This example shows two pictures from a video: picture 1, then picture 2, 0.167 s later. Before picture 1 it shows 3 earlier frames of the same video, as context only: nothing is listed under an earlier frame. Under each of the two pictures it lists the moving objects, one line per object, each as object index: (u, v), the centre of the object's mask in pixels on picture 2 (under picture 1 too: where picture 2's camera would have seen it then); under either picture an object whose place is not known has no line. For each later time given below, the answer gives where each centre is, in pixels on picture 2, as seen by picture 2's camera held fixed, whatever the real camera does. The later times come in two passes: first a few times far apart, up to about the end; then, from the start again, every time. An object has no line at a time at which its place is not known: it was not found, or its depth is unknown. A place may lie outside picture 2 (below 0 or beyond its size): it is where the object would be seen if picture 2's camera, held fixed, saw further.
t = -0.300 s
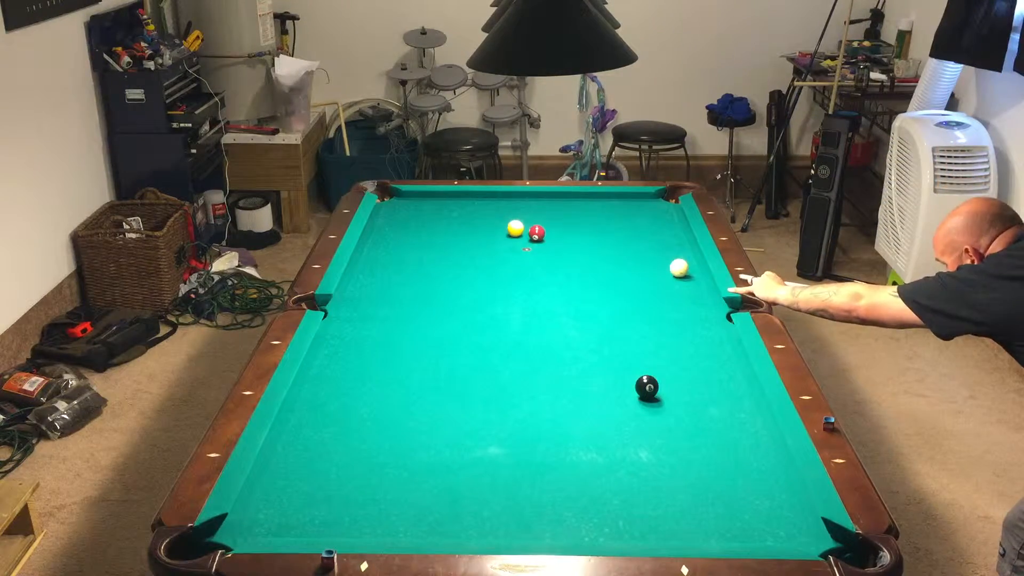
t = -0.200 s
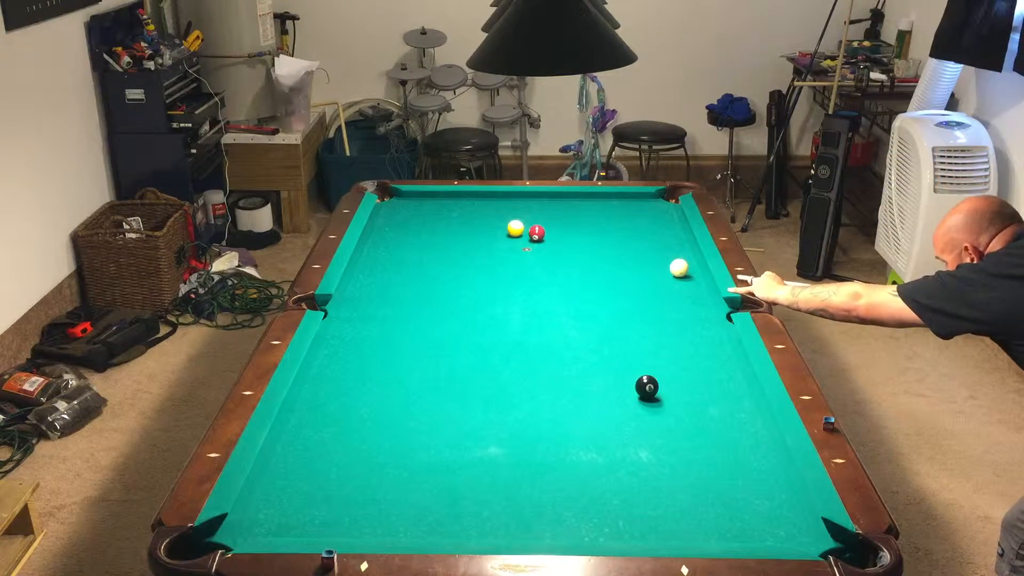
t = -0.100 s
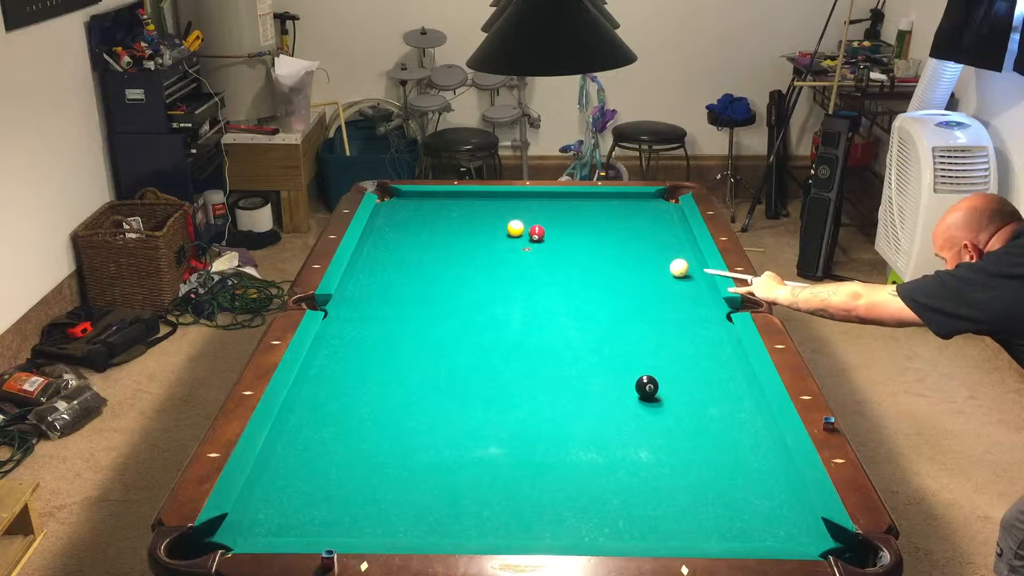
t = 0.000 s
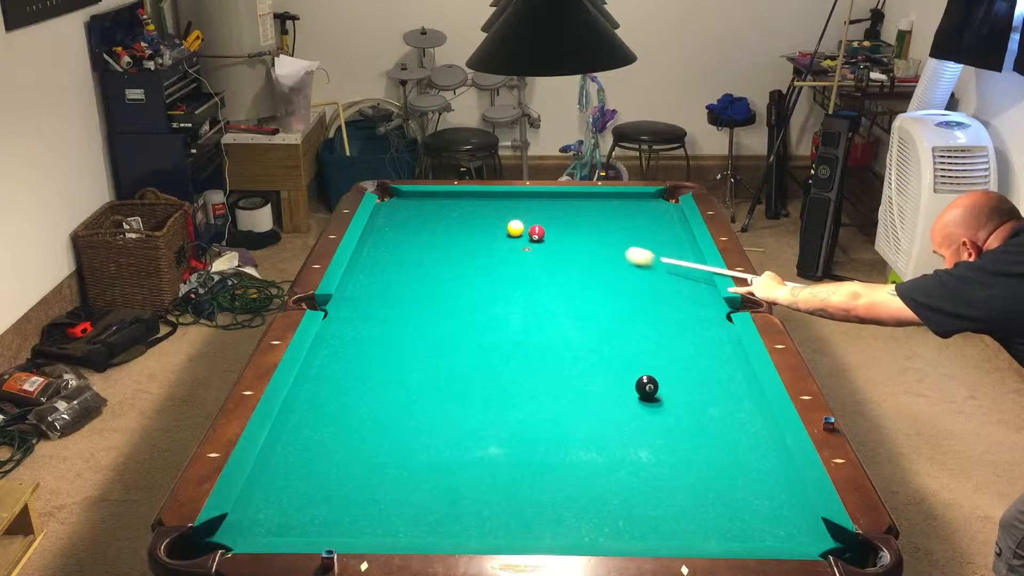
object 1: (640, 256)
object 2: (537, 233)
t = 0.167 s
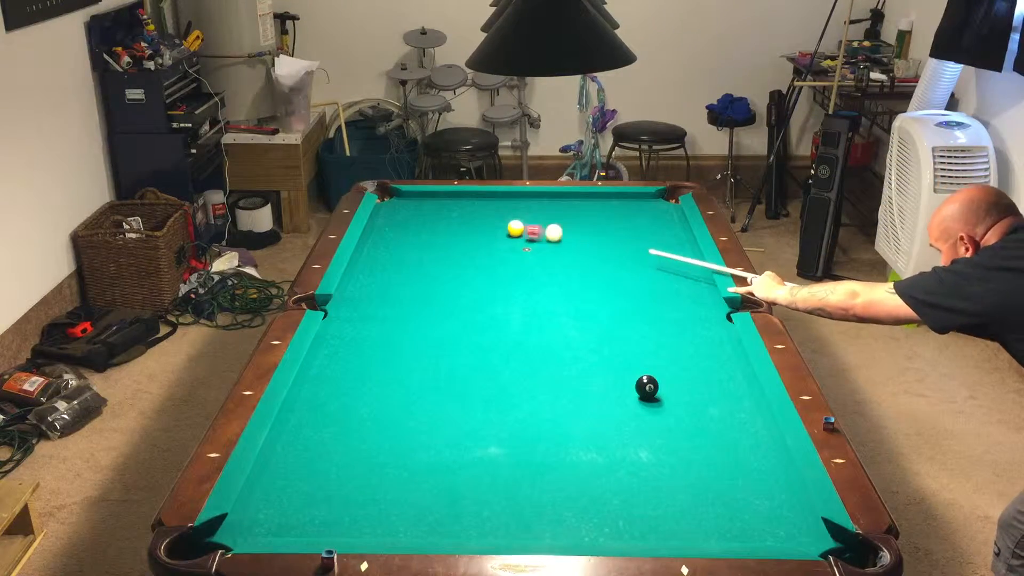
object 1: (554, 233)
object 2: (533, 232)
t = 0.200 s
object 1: (554, 230)
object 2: (523, 234)
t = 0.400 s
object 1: (539, 210)
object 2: (491, 243)
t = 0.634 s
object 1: (522, 197)
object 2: (457, 252)
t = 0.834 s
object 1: (515, 207)
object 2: (427, 261)
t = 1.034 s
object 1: (508, 218)
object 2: (398, 269)
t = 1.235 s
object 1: (501, 229)
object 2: (368, 277)
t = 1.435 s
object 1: (494, 240)
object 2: (353, 285)
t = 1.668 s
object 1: (485, 254)
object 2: (367, 291)
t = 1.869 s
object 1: (477, 266)
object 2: (380, 296)
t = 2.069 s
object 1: (469, 278)
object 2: (391, 301)
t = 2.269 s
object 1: (461, 291)
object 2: (402, 306)
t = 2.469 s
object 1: (453, 304)
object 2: (413, 311)
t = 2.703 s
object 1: (443, 319)
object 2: (424, 316)
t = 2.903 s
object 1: (434, 332)
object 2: (433, 316)
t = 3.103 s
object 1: (426, 346)
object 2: (441, 323)
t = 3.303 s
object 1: (418, 359)
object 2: (448, 327)
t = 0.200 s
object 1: (554, 230)
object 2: (523, 234)
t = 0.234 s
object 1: (553, 226)
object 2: (516, 236)
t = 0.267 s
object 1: (551, 223)
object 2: (511, 237)
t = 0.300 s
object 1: (549, 220)
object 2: (506, 239)
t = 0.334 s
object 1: (546, 216)
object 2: (501, 240)
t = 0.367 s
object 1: (542, 213)
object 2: (496, 241)
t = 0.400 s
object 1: (539, 210)
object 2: (491, 243)
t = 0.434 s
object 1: (536, 207)
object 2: (486, 244)
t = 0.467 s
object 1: (533, 204)
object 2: (481, 246)
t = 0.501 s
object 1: (530, 201)
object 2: (476, 247)
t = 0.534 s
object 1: (527, 198)
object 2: (472, 248)
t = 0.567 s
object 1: (525, 195)
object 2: (467, 250)
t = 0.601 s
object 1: (523, 195)
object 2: (462, 251)
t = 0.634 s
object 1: (522, 197)
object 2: (457, 252)
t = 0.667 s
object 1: (521, 199)
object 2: (452, 254)
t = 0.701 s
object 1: (520, 201)
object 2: (447, 255)
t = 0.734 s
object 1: (519, 202)
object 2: (442, 256)
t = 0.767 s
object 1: (518, 204)
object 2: (437, 258)
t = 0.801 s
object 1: (516, 206)
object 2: (433, 259)
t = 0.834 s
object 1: (515, 207)
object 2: (427, 261)
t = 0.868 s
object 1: (514, 209)
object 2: (423, 262)
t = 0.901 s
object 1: (513, 211)
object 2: (418, 264)
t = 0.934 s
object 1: (512, 213)
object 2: (413, 265)
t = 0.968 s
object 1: (511, 215)
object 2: (408, 266)
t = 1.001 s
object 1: (510, 216)
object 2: (403, 268)
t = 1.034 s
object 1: (508, 218)
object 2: (398, 269)
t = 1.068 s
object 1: (507, 220)
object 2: (393, 271)
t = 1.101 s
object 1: (506, 222)
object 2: (388, 272)
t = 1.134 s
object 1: (505, 224)
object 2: (383, 273)
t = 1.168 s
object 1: (504, 226)
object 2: (378, 275)
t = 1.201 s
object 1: (502, 227)
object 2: (373, 276)
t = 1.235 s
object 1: (501, 229)
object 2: (368, 277)
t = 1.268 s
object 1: (500, 231)
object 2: (363, 279)
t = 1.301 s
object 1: (499, 233)
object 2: (358, 280)
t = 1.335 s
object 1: (498, 235)
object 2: (353, 282)
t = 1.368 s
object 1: (496, 237)
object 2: (349, 283)
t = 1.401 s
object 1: (495, 239)
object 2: (351, 284)
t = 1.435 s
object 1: (494, 240)
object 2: (353, 285)
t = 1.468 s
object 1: (493, 242)
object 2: (355, 286)
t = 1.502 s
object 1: (491, 244)
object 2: (357, 287)
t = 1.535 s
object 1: (490, 246)
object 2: (359, 288)
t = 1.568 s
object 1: (489, 248)
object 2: (361, 289)
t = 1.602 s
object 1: (488, 250)
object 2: (363, 290)
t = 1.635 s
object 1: (486, 252)
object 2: (365, 291)
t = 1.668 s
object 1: (485, 254)
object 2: (367, 291)
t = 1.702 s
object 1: (484, 256)
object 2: (369, 292)
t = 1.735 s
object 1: (483, 258)
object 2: (372, 293)
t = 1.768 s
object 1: (481, 260)
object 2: (374, 294)
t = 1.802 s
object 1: (480, 262)
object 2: (376, 295)
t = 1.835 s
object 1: (479, 264)
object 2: (378, 295)
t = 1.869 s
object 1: (477, 266)
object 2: (380, 296)
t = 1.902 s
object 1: (476, 268)
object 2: (382, 297)
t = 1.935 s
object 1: (475, 270)
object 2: (383, 298)
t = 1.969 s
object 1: (473, 272)
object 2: (385, 299)
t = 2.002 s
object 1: (472, 274)
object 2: (387, 299)
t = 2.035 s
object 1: (471, 276)
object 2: (389, 300)
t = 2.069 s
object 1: (469, 278)
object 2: (391, 301)
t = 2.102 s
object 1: (468, 280)
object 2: (393, 302)
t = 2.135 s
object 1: (467, 283)
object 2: (395, 303)
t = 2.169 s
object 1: (465, 284)
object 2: (397, 304)
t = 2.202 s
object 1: (464, 287)
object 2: (399, 304)
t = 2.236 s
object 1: (462, 289)
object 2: (401, 305)
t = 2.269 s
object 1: (461, 291)
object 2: (402, 306)
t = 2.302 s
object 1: (460, 293)
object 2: (404, 307)
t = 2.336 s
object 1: (458, 295)
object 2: (406, 307)
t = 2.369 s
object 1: (457, 297)
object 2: (408, 308)
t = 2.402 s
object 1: (455, 300)
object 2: (409, 309)
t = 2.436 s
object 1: (454, 302)
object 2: (411, 310)
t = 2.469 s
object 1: (453, 304)
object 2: (413, 311)
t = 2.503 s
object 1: (451, 306)
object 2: (414, 311)
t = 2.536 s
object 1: (450, 308)
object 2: (416, 312)
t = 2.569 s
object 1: (449, 310)
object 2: (417, 313)
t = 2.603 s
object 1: (447, 312)
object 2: (419, 314)
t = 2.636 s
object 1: (446, 315)
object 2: (421, 314)
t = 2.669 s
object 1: (444, 317)
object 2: (422, 315)
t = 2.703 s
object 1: (443, 319)
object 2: (424, 316)
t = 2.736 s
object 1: (441, 322)
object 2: (425, 316)
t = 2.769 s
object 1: (440, 324)
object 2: (425, 316)
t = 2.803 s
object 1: (438, 326)
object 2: (427, 316)
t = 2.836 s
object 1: (437, 328)
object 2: (428, 316)
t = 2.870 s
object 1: (436, 330)
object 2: (430, 316)
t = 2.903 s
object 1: (434, 332)
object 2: (433, 316)
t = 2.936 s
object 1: (433, 335)
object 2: (434, 317)
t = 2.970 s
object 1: (432, 337)
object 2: (436, 319)
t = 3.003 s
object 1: (430, 339)
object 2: (437, 320)
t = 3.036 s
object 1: (429, 341)
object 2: (439, 322)
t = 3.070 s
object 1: (427, 344)
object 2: (440, 323)
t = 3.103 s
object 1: (426, 346)
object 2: (441, 323)
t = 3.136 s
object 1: (424, 348)
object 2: (442, 324)
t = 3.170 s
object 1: (423, 351)
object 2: (443, 324)
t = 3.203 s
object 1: (422, 353)
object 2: (444, 325)
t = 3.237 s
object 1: (421, 355)
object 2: (446, 325)
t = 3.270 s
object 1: (419, 357)
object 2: (447, 326)
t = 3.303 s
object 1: (418, 359)
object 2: (448, 327)
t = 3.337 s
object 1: (416, 362)
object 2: (449, 327)
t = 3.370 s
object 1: (415, 364)
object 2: (450, 328)
